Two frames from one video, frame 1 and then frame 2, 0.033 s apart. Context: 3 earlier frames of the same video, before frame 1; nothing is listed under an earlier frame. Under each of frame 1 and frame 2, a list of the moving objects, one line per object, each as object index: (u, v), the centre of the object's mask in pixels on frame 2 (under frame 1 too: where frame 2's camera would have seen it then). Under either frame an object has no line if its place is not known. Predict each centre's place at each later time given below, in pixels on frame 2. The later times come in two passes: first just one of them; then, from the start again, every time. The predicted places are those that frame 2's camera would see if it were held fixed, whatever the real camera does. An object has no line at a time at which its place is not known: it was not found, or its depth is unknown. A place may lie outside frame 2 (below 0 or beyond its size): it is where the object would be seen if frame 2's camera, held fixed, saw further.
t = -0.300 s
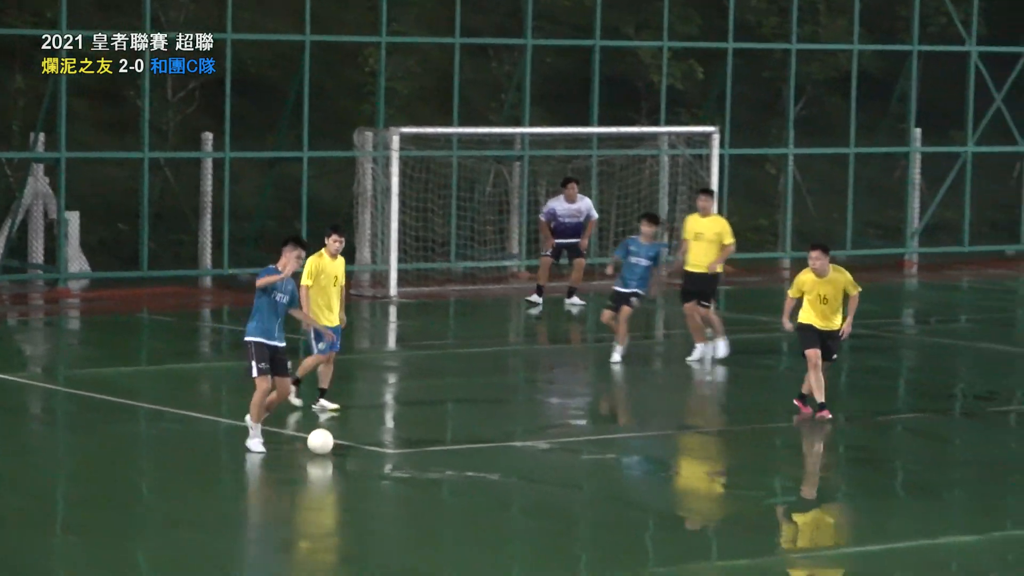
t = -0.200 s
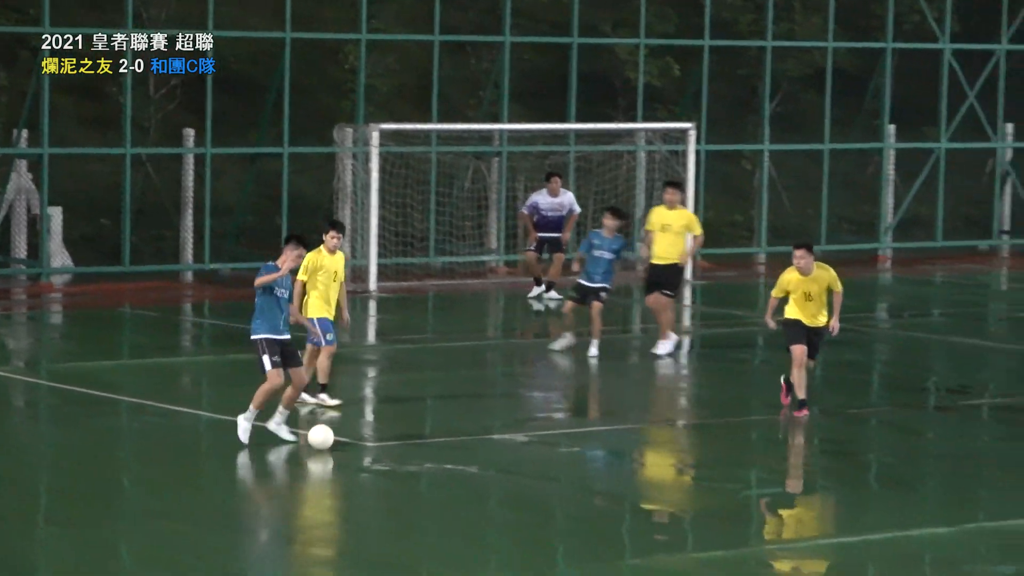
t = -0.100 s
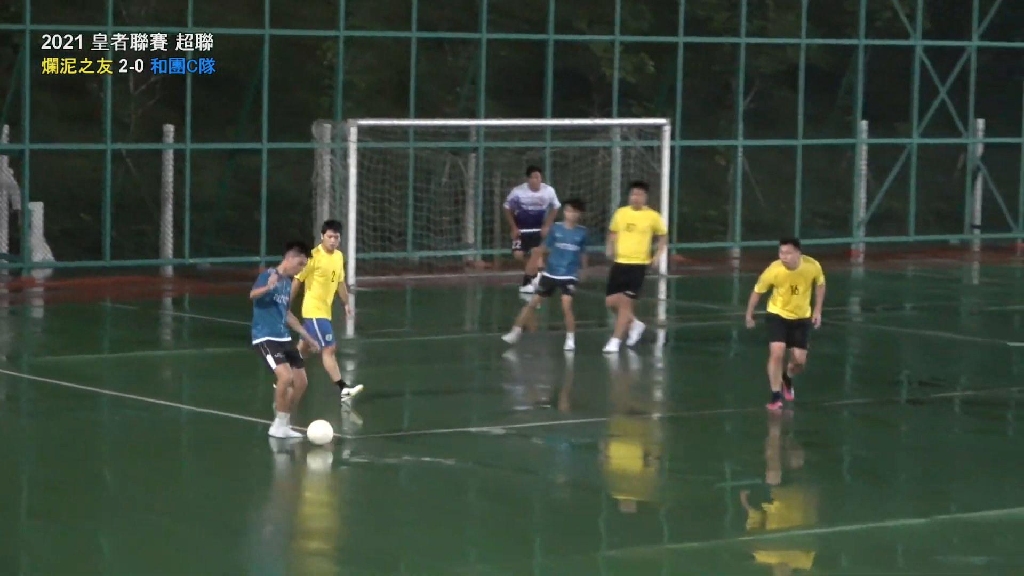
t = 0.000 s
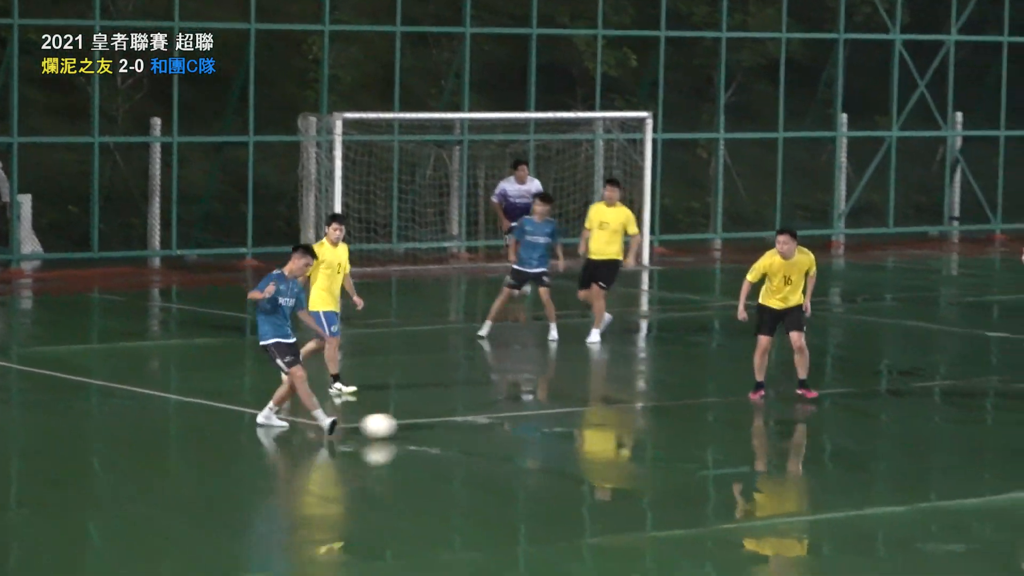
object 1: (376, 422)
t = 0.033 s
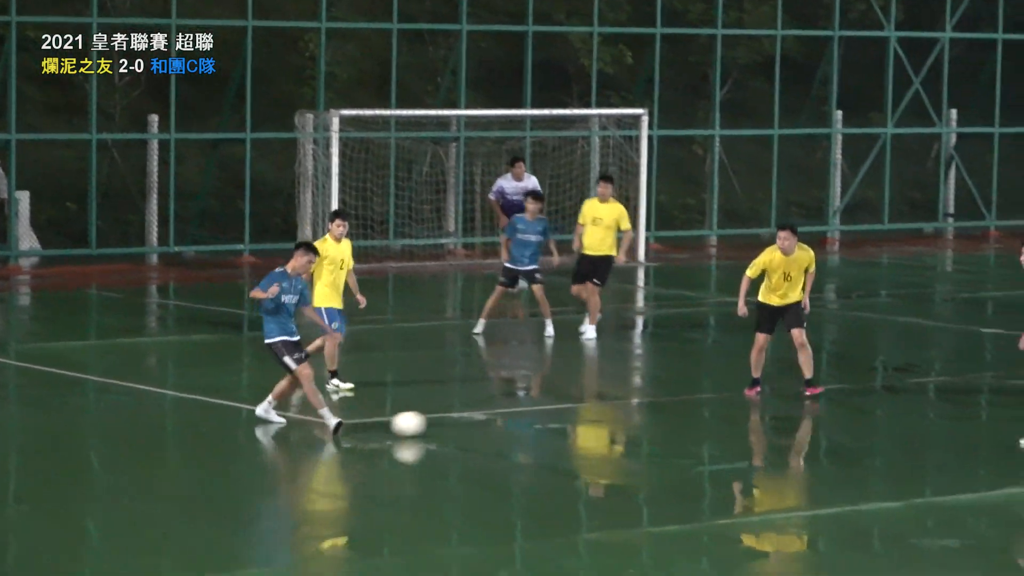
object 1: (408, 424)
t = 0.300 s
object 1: (642, 440)
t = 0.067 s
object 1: (440, 427)
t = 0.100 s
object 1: (472, 428)
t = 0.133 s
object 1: (502, 430)
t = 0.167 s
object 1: (531, 432)
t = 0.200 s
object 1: (560, 434)
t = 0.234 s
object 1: (589, 436)
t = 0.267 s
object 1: (615, 438)
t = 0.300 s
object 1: (642, 440)
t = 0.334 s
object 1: (667, 442)
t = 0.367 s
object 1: (690, 444)
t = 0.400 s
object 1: (714, 446)
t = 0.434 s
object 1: (736, 448)
